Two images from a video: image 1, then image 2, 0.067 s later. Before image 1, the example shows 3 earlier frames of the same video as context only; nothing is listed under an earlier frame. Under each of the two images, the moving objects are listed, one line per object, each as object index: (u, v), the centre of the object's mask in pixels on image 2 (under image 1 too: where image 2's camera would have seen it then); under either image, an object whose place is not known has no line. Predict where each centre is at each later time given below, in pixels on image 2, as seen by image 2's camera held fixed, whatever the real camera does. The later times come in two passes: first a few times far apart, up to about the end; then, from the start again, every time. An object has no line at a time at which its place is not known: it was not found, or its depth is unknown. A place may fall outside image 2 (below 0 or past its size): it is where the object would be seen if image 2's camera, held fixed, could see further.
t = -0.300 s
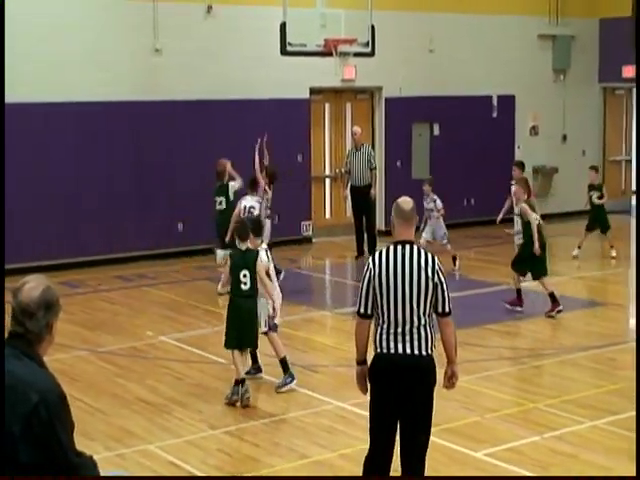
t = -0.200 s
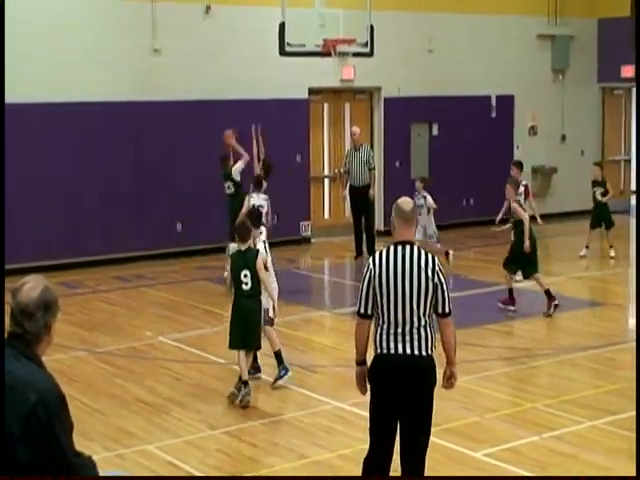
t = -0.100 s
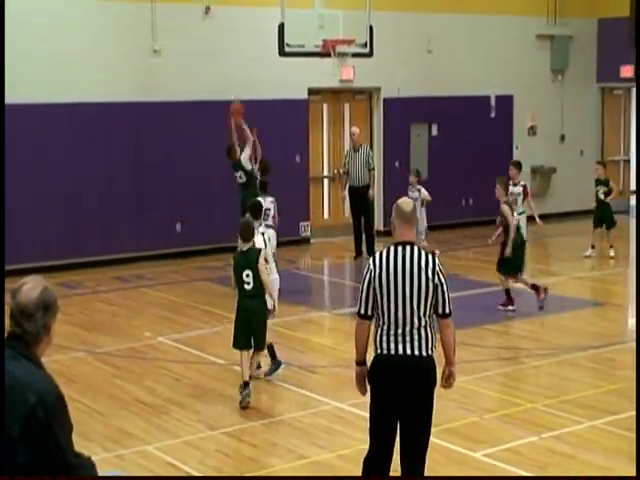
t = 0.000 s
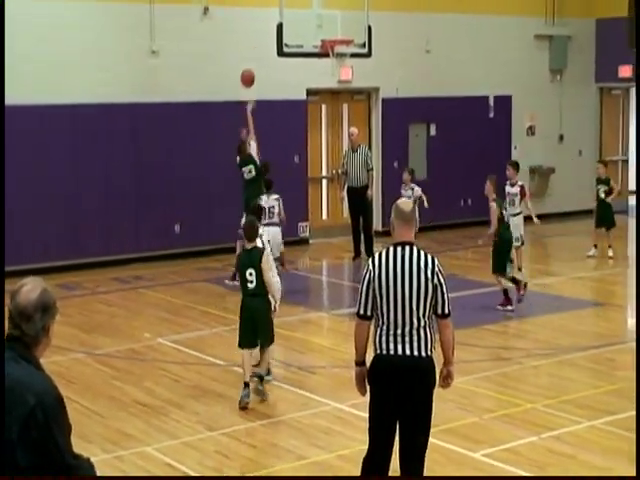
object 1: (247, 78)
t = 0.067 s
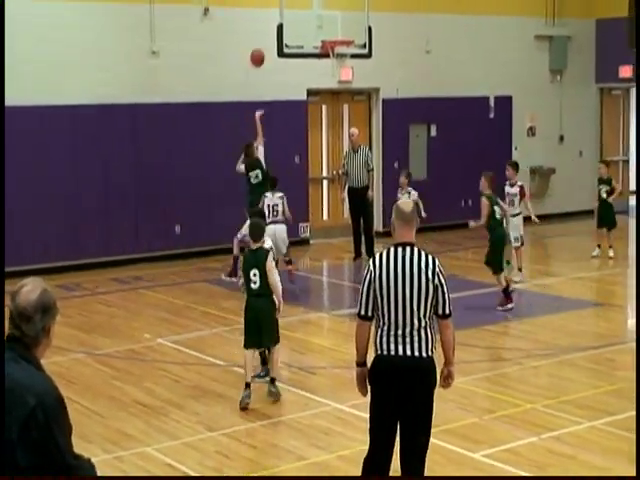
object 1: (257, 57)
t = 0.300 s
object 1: (289, 14)
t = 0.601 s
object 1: (328, 23)
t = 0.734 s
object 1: (344, 50)
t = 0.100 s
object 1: (262, 49)
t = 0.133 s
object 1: (266, 40)
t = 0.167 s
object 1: (270, 33)
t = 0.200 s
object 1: (274, 27)
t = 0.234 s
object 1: (279, 22)
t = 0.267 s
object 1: (284, 18)
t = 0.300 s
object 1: (289, 14)
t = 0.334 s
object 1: (293, 12)
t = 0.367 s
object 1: (298, 10)
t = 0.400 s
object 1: (302, 9)
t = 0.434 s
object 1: (307, 10)
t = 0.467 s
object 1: (311, 10)
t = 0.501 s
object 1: (315, 13)
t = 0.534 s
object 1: (320, 15)
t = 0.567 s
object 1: (324, 19)
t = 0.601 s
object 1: (328, 23)
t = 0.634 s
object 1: (333, 29)
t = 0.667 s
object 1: (337, 33)
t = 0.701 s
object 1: (342, 42)
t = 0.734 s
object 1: (344, 50)
